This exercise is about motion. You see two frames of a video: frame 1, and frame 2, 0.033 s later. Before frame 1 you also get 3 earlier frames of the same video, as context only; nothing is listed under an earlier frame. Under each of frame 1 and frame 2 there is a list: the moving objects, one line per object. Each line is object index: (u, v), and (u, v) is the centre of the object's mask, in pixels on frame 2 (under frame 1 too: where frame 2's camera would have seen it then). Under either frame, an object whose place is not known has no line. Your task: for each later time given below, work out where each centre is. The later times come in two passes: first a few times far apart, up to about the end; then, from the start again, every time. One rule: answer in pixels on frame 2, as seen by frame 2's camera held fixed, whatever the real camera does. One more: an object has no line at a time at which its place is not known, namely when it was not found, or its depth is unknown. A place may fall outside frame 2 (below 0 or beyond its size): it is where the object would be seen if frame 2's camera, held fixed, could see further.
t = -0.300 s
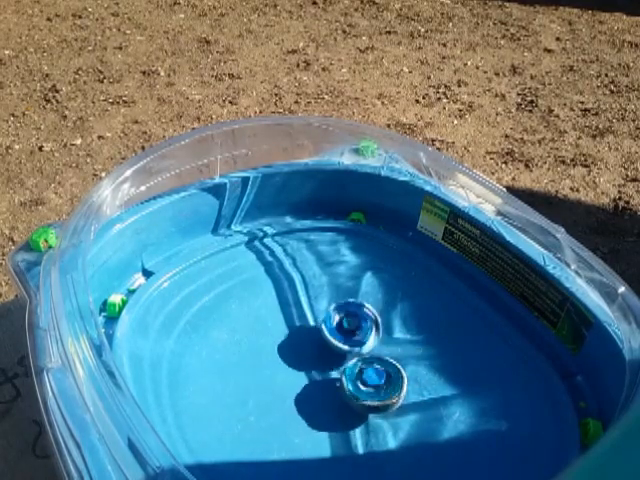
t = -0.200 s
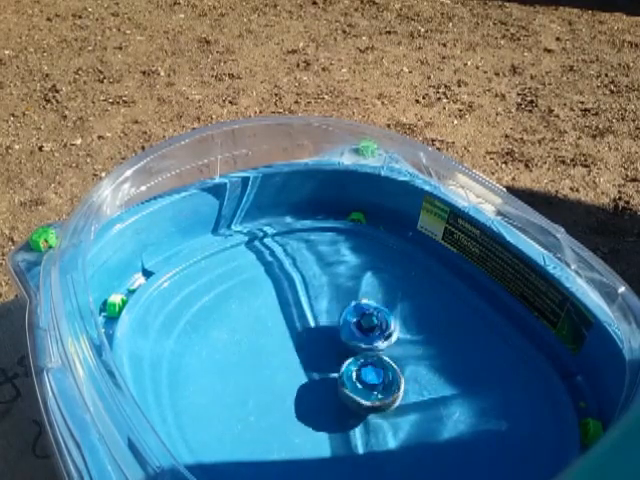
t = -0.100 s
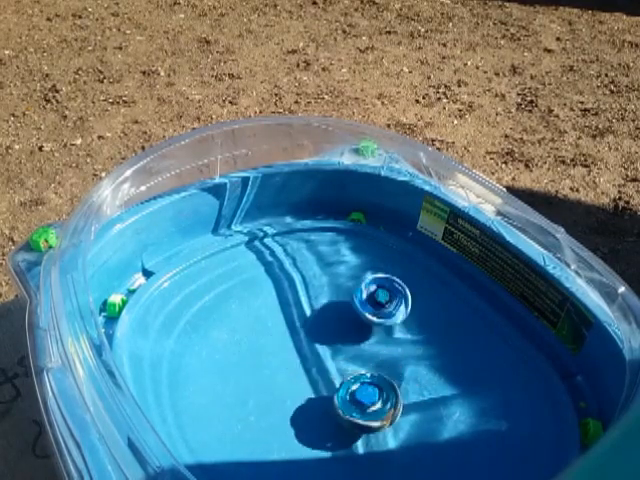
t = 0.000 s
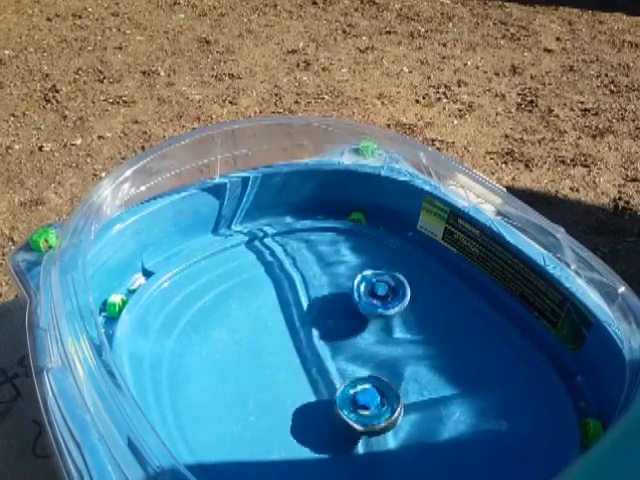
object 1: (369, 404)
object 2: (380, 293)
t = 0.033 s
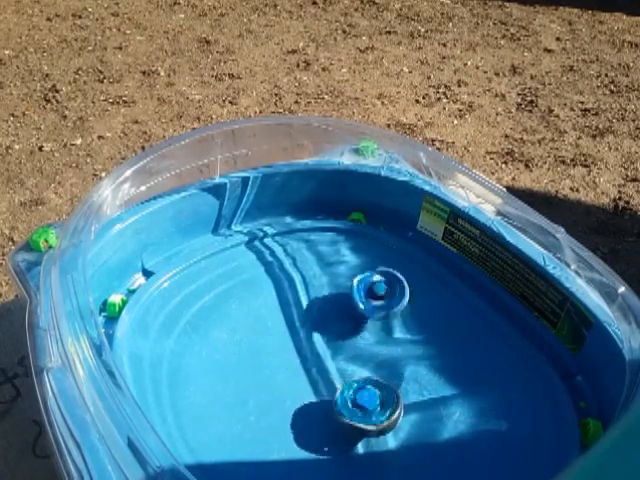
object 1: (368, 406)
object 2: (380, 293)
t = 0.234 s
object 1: (366, 406)
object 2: (372, 310)
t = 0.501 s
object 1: (353, 405)
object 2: (401, 365)
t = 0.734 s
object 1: (341, 403)
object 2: (440, 395)
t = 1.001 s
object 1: (332, 392)
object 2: (432, 401)
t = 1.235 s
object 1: (331, 380)
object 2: (387, 417)
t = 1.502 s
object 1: (332, 364)
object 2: (355, 451)
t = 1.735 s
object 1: (340, 358)
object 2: (346, 442)
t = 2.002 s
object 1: (354, 359)
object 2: (308, 400)
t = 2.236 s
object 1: (365, 366)
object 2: (274, 376)
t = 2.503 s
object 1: (372, 380)
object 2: (276, 365)
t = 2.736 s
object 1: (370, 394)
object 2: (310, 351)
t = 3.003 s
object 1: (358, 405)
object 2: (349, 331)
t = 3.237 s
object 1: (348, 406)
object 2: (371, 325)
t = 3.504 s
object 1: (337, 401)
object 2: (389, 341)
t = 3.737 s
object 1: (331, 390)
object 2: (404, 373)
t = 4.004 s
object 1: (334, 374)
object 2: (419, 405)
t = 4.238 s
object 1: (342, 365)
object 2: (403, 417)
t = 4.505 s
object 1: (357, 362)
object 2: (370, 426)
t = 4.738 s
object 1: (368, 366)
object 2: (330, 418)
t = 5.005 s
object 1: (374, 377)
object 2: (296, 403)
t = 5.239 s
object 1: (371, 388)
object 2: (294, 387)
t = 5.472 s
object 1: (369, 400)
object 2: (291, 360)
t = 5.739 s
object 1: (360, 404)
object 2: (305, 346)
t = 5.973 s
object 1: (347, 401)
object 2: (333, 338)
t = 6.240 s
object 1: (336, 390)
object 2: (371, 338)
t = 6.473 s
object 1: (334, 379)
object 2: (393, 348)
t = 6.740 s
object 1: (339, 368)
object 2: (407, 371)
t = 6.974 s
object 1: (348, 363)
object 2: (406, 398)
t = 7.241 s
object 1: (358, 366)
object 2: (384, 422)
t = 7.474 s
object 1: (365, 374)
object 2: (357, 430)
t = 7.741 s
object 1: (366, 382)
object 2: (329, 430)
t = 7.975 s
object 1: (388, 361)
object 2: (270, 457)
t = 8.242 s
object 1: (378, 358)
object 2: (305, 436)
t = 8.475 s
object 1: (396, 342)
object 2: (274, 394)
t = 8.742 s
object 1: (394, 329)
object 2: (270, 382)
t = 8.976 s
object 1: (375, 335)
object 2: (320, 361)
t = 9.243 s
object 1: (417, 342)
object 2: (282, 393)
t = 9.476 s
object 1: (401, 347)
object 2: (346, 405)
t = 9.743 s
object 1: (372, 349)
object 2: (403, 409)
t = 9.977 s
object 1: (342, 356)
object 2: (417, 391)
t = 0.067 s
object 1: (369, 406)
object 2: (379, 294)
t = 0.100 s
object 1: (368, 407)
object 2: (377, 295)
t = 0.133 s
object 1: (368, 407)
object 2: (374, 297)
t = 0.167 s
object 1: (368, 407)
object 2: (372, 301)
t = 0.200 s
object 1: (366, 407)
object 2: (372, 304)
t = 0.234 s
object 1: (366, 406)
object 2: (372, 310)
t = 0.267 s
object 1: (365, 407)
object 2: (373, 316)
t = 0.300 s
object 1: (364, 406)
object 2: (374, 323)
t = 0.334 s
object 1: (363, 405)
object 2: (375, 331)
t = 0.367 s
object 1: (361, 406)
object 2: (377, 340)
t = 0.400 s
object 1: (360, 404)
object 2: (380, 349)
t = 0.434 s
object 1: (357, 405)
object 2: (387, 355)
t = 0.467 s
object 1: (354, 405)
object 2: (393, 361)
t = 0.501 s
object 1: (353, 405)
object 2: (401, 365)
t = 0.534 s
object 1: (351, 406)
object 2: (406, 370)
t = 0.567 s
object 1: (348, 407)
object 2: (412, 376)
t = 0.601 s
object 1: (347, 406)
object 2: (420, 382)
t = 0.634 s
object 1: (346, 406)
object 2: (426, 386)
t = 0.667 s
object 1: (343, 405)
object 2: (433, 390)
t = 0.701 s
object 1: (342, 405)
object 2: (437, 391)
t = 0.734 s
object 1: (341, 403)
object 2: (440, 395)
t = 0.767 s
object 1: (339, 402)
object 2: (445, 397)
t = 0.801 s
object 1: (338, 401)
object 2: (448, 398)
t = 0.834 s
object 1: (337, 399)
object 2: (447, 398)
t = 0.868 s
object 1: (336, 397)
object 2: (444, 399)
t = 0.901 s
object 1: (335, 397)
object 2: (442, 400)
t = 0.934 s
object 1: (334, 396)
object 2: (441, 400)
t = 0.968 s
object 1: (333, 393)
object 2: (438, 400)
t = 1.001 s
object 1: (332, 392)
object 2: (432, 401)
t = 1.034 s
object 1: (332, 391)
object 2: (429, 402)
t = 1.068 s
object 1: (332, 389)
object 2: (425, 403)
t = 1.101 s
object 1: (331, 388)
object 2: (419, 405)
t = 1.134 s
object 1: (331, 386)
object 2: (409, 408)
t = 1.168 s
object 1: (331, 384)
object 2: (401, 411)
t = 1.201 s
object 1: (331, 382)
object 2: (394, 414)
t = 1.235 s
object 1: (331, 380)
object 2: (387, 417)
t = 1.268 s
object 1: (330, 376)
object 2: (379, 423)
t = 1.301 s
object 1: (330, 373)
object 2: (374, 429)
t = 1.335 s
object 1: (330, 371)
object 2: (370, 434)
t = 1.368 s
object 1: (331, 369)
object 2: (367, 439)
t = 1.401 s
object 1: (331, 367)
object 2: (361, 443)
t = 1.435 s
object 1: (331, 366)
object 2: (358, 446)
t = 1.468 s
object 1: (331, 365)
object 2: (357, 449)
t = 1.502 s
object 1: (332, 364)
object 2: (355, 451)
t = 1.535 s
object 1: (332, 363)
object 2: (351, 451)
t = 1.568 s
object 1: (333, 362)
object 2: (352, 451)
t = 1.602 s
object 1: (334, 361)
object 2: (352, 450)
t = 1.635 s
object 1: (335, 359)
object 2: (349, 448)
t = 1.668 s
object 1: (336, 359)
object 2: (350, 447)
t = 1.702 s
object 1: (338, 358)
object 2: (351, 445)
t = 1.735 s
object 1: (340, 358)
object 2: (346, 442)
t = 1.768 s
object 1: (341, 357)
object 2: (346, 438)
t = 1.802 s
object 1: (343, 357)
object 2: (344, 433)
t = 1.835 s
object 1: (345, 357)
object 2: (337, 429)
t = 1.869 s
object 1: (346, 357)
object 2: (333, 425)
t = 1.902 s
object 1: (349, 358)
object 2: (327, 418)
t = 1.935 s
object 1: (351, 358)
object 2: (320, 412)
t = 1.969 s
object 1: (352, 358)
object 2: (316, 407)
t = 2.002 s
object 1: (354, 359)
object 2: (308, 400)
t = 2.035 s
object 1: (356, 360)
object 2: (301, 396)
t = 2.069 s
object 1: (357, 361)
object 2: (297, 391)
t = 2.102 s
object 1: (359, 361)
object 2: (289, 386)
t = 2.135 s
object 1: (361, 363)
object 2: (285, 383)
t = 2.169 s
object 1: (363, 364)
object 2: (282, 380)
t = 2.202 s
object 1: (363, 365)
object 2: (276, 378)
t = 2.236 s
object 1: (365, 366)
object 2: (274, 376)
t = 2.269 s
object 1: (367, 367)
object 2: (271, 373)
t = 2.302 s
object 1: (368, 369)
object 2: (267, 372)
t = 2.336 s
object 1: (369, 371)
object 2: (268, 370)
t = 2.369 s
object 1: (370, 373)
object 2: (267, 368)
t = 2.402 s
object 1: (371, 375)
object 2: (268, 368)
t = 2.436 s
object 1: (371, 377)
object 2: (271, 366)
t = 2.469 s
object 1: (372, 378)
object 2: (271, 365)
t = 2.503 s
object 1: (372, 380)
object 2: (276, 365)
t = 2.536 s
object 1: (372, 383)
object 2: (281, 363)
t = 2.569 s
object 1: (373, 385)
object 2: (283, 362)
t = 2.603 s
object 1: (373, 387)
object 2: (290, 360)
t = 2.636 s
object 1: (372, 390)
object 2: (294, 358)
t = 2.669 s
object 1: (372, 391)
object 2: (300, 357)
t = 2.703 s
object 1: (371, 393)
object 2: (307, 354)
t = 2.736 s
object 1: (370, 394)
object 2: (310, 351)
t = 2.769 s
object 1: (369, 396)
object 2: (318, 349)
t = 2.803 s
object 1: (368, 398)
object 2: (322, 345)
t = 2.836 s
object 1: (367, 399)
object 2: (327, 344)
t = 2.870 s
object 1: (365, 402)
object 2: (333, 339)
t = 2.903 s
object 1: (364, 403)
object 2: (336, 337)
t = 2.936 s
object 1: (362, 404)
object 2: (343, 334)
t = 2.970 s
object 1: (361, 404)
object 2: (346, 332)
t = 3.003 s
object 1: (358, 405)
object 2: (349, 331)
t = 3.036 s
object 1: (356, 407)
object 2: (354, 328)
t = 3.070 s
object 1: (355, 407)
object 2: (356, 328)
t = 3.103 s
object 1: (355, 407)
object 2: (361, 327)
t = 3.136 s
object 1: (353, 408)
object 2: (363, 325)
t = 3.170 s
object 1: (351, 407)
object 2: (367, 325)
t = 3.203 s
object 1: (348, 408)
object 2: (370, 324)
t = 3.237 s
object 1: (348, 406)
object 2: (371, 325)
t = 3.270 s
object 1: (345, 407)
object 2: (375, 325)
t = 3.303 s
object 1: (344, 407)
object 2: (376, 326)
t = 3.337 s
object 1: (343, 406)
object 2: (379, 328)
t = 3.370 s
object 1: (342, 404)
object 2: (381, 329)
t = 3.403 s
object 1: (340, 405)
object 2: (382, 332)
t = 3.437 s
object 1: (339, 404)
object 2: (386, 335)
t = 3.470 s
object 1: (337, 403)
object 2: (386, 337)
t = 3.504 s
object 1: (337, 401)
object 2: (389, 341)
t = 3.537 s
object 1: (336, 400)
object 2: (391, 344)
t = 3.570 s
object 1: (334, 399)
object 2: (391, 349)
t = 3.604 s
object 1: (334, 397)
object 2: (395, 354)
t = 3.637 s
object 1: (333, 395)
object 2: (395, 359)
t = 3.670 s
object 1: (333, 393)
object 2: (399, 364)
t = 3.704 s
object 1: (332, 392)
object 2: (401, 368)
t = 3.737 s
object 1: (331, 390)
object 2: (404, 373)
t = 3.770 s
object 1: (330, 388)
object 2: (407, 378)
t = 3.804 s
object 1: (330, 386)
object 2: (408, 384)
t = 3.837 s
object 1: (330, 384)
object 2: (412, 388)
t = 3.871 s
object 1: (330, 382)
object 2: (411, 392)
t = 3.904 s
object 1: (331, 380)
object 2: (414, 397)
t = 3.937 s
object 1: (332, 378)
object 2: (416, 400)
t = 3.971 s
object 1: (333, 376)
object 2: (416, 403)
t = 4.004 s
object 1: (334, 374)
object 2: (419, 405)
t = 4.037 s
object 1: (335, 373)
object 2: (415, 409)
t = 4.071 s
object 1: (336, 371)
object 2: (417, 411)
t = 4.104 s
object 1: (337, 370)
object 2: (414, 412)
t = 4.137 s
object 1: (338, 368)
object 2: (413, 414)
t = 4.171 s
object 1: (339, 366)
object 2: (409, 415)
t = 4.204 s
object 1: (340, 366)
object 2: (407, 418)
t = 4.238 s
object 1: (342, 365)
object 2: (403, 417)
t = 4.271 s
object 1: (343, 364)
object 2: (399, 420)
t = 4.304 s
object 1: (345, 363)
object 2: (395, 421)
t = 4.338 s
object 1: (347, 363)
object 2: (390, 423)
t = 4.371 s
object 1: (349, 363)
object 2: (387, 424)
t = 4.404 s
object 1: (351, 362)
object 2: (379, 426)
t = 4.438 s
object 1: (354, 362)
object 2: (377, 427)
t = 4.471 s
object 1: (355, 363)
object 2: (371, 426)
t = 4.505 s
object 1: (357, 362)
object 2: (370, 426)
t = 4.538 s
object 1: (358, 363)
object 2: (363, 426)
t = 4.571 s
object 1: (360, 363)
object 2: (361, 425)
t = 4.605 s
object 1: (361, 364)
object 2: (354, 424)
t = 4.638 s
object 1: (363, 364)
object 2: (351, 423)
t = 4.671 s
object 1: (364, 365)
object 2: (342, 422)
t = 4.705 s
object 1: (367, 365)
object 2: (339, 421)
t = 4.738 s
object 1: (368, 366)
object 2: (330, 418)
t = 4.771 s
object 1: (369, 368)
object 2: (327, 417)
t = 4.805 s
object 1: (370, 369)
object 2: (319, 416)
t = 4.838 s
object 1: (371, 370)
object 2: (317, 413)
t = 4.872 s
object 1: (372, 372)
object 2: (310, 411)
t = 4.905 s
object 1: (373, 372)
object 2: (308, 408)
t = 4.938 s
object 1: (373, 374)
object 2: (301, 406)
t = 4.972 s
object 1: (374, 375)
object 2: (300, 404)
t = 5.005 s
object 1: (374, 377)
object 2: (296, 403)
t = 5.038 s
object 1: (374, 377)
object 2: (296, 400)
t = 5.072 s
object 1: (375, 379)
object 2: (294, 399)
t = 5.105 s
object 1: (374, 381)
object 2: (294, 397)
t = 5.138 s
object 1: (374, 383)
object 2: (295, 395)
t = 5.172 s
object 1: (374, 385)
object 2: (294, 392)
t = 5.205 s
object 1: (372, 387)
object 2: (296, 391)
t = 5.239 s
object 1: (371, 388)
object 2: (294, 387)
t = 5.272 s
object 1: (370, 390)
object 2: (298, 385)
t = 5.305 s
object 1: (369, 390)
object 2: (298, 381)
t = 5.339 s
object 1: (368, 392)
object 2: (301, 378)
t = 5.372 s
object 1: (371, 396)
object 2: (295, 374)
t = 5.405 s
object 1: (370, 398)
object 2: (294, 368)
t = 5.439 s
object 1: (370, 399)
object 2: (293, 364)
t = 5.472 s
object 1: (369, 400)
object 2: (291, 360)
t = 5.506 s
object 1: (369, 401)
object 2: (294, 358)
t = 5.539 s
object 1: (369, 401)
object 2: (292, 356)
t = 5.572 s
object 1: (368, 402)
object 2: (295, 353)
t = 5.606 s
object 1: (367, 403)
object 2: (296, 352)
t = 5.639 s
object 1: (365, 404)
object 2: (296, 350)
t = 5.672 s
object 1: (363, 404)
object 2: (300, 349)
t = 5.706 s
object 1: (362, 404)
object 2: (300, 347)
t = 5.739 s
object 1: (360, 404)
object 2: (305, 346)
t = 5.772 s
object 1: (358, 403)
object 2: (307, 344)
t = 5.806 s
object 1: (357, 403)
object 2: (310, 342)
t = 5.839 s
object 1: (355, 403)
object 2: (315, 341)
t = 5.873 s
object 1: (353, 403)
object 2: (317, 340)
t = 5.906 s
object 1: (351, 403)
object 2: (323, 340)
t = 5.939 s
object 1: (349, 402)
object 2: (327, 340)
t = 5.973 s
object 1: (347, 401)
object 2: (333, 338)
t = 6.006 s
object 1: (345, 400)
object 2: (337, 339)
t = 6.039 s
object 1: (343, 399)
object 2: (340, 336)
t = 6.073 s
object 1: (342, 398)
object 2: (349, 337)
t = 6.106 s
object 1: (341, 396)
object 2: (352, 336)
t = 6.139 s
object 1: (339, 395)
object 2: (357, 336)
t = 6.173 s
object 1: (338, 394)
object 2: (362, 338)
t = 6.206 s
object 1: (337, 392)
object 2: (364, 337)
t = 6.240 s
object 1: (336, 390)
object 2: (371, 338)
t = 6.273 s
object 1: (335, 389)
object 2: (373, 339)
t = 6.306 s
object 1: (334, 387)
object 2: (377, 339)
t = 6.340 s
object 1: (333, 386)
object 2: (381, 342)
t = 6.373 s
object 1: (333, 384)
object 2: (383, 343)
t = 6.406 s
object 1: (333, 382)
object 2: (388, 344)
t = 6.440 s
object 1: (333, 380)
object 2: (391, 347)
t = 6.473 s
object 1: (334, 379)
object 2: (393, 348)
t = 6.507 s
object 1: (334, 377)
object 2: (397, 352)
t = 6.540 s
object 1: (335, 376)
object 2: (399, 353)
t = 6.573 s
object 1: (336, 375)
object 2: (402, 355)
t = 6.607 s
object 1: (336, 373)
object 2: (404, 359)
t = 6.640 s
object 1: (337, 372)
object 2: (404, 361)
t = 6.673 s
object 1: (338, 371)
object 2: (407, 364)
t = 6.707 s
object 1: (338, 369)
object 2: (407, 367)
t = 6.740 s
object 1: (339, 368)
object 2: (407, 371)
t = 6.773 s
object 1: (339, 367)
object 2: (410, 376)
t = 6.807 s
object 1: (340, 366)
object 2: (409, 379)
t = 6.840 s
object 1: (342, 364)
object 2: (411, 383)
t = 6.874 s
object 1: (344, 363)
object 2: (409, 387)
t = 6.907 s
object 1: (345, 363)
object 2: (407, 390)
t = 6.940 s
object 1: (347, 363)
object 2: (409, 394)
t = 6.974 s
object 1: (348, 363)
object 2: (406, 398)
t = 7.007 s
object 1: (350, 362)
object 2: (404, 400)
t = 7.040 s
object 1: (351, 362)
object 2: (403, 404)
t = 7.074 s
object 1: (352, 362)
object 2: (399, 408)
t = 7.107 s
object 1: (354, 363)
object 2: (397, 410)
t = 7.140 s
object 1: (355, 363)
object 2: (396, 414)
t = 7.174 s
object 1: (356, 364)
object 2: (390, 417)
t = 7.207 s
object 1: (358, 364)
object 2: (388, 418)
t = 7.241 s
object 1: (358, 366)
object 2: (384, 422)
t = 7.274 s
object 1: (360, 366)
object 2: (379, 424)
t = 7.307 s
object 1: (361, 367)
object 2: (377, 426)
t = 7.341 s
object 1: (362, 369)
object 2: (374, 430)
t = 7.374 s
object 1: (363, 370)
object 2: (369, 431)
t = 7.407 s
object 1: (364, 370)
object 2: (368, 429)
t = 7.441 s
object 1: (364, 372)
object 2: (363, 432)
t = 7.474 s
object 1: (365, 374)
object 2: (357, 430)
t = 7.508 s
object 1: (366, 374)
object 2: (355, 431)
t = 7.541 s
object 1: (366, 376)
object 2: (352, 431)
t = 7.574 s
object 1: (366, 377)
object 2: (346, 432)
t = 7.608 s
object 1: (367, 378)
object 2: (342, 430)
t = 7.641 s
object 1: (367, 379)
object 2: (339, 433)
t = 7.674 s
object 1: (366, 380)
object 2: (333, 432)
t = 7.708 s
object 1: (366, 382)
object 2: (329, 430)
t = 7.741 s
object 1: (366, 382)
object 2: (329, 430)
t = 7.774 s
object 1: (365, 384)
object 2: (325, 427)
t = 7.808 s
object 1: (374, 377)
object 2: (302, 438)
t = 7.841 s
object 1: (383, 369)
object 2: (286, 445)
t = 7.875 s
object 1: (389, 364)
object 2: (279, 450)
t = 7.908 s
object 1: (389, 363)
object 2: (274, 453)
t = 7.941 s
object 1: (389, 362)
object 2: (271, 456)
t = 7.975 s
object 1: (388, 361)
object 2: (270, 457)
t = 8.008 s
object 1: (387, 360)
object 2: (274, 457)
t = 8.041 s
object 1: (386, 359)
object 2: (278, 457)
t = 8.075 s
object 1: (385, 359)
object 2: (281, 457)
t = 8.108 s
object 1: (384, 359)
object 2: (284, 456)
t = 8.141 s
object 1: (383, 359)
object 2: (287, 454)
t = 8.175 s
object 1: (381, 358)
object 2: (292, 450)
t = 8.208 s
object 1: (379, 359)
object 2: (301, 443)
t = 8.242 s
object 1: (378, 358)
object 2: (305, 436)
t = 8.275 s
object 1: (376, 359)
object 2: (309, 429)
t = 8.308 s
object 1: (374, 359)
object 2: (311, 421)
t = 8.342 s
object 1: (372, 359)
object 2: (313, 412)
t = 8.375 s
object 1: (369, 360)
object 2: (313, 402)
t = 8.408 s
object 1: (366, 361)
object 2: (314, 393)
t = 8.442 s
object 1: (383, 350)
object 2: (291, 393)
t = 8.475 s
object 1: (396, 342)
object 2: (274, 394)
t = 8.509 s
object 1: (404, 337)
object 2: (261, 395)
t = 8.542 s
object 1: (406, 335)
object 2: (253, 393)
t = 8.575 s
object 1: (405, 334)
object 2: (249, 391)
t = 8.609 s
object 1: (403, 332)
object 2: (249, 390)
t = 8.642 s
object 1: (400, 330)
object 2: (254, 388)
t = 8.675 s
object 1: (398, 329)
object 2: (258, 387)
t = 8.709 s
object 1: (396, 329)
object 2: (264, 385)
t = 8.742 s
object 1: (394, 329)
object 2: (270, 382)
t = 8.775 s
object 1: (391, 329)
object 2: (276, 379)
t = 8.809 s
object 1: (389, 329)
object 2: (283, 377)
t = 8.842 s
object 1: (387, 330)
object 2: (291, 374)
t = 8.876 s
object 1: (384, 331)
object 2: (298, 371)
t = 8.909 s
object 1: (381, 333)
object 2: (305, 368)
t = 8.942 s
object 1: (378, 334)
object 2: (312, 365)
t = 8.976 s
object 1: (375, 335)
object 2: (320, 361)
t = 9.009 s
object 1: (390, 331)
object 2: (301, 364)
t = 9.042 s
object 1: (406, 329)
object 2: (281, 367)
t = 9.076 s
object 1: (419, 330)
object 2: (270, 370)
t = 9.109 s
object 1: (425, 334)
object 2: (266, 373)
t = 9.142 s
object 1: (424, 337)
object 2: (266, 377)
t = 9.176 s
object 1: (422, 340)
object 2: (269, 383)
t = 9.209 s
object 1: (419, 342)
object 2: (275, 388)
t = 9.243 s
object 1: (417, 342)
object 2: (282, 393)
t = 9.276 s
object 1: (415, 342)
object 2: (290, 397)
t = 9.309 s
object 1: (414, 342)
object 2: (299, 400)
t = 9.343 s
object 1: (413, 343)
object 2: (308, 400)
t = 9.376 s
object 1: (410, 344)
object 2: (316, 402)
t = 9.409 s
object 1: (408, 344)
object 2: (324, 404)
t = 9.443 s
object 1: (405, 346)
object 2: (335, 404)
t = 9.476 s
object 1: (401, 347)
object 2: (346, 405)
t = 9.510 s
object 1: (397, 349)
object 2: (357, 403)
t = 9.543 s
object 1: (393, 350)
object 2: (367, 401)
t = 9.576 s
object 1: (391, 350)
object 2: (371, 402)
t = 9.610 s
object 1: (389, 347)
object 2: (374, 407)
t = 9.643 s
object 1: (386, 346)
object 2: (381, 409)
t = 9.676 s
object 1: (381, 347)
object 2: (388, 411)
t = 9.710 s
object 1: (377, 349)
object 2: (397, 410)
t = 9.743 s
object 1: (372, 349)
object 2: (403, 409)
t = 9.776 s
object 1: (368, 351)
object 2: (406, 408)
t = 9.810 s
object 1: (363, 352)
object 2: (411, 407)
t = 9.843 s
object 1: (359, 353)
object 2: (416, 404)
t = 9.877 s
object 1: (354, 353)
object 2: (420, 400)
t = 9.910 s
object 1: (350, 354)
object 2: (419, 396)
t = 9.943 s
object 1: (347, 355)
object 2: (417, 394)
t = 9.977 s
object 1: (342, 356)
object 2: (417, 391)
